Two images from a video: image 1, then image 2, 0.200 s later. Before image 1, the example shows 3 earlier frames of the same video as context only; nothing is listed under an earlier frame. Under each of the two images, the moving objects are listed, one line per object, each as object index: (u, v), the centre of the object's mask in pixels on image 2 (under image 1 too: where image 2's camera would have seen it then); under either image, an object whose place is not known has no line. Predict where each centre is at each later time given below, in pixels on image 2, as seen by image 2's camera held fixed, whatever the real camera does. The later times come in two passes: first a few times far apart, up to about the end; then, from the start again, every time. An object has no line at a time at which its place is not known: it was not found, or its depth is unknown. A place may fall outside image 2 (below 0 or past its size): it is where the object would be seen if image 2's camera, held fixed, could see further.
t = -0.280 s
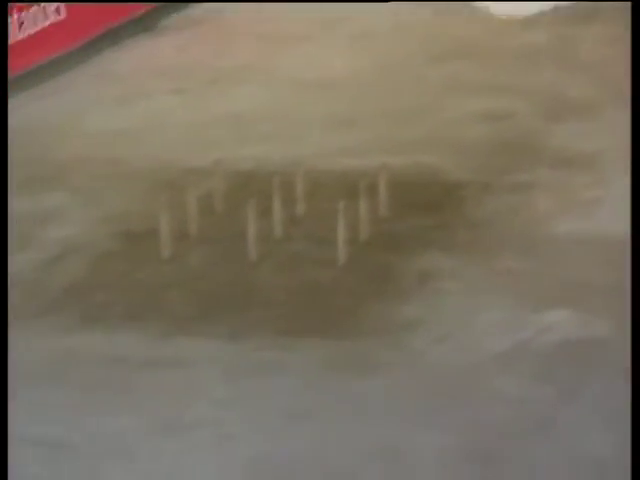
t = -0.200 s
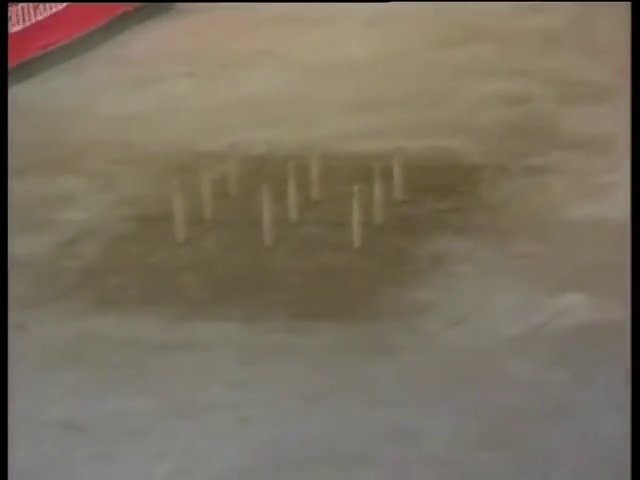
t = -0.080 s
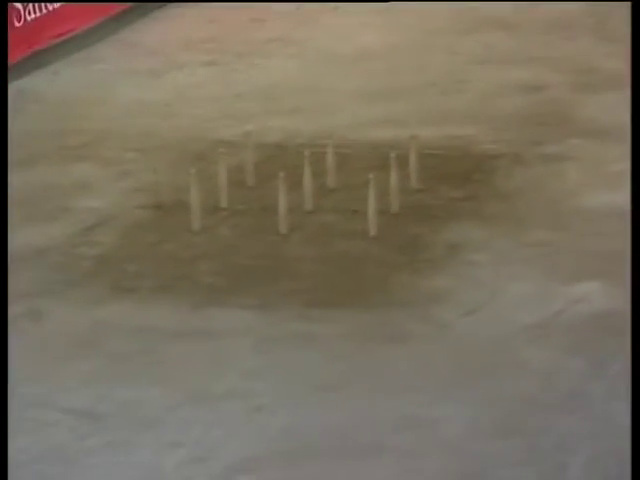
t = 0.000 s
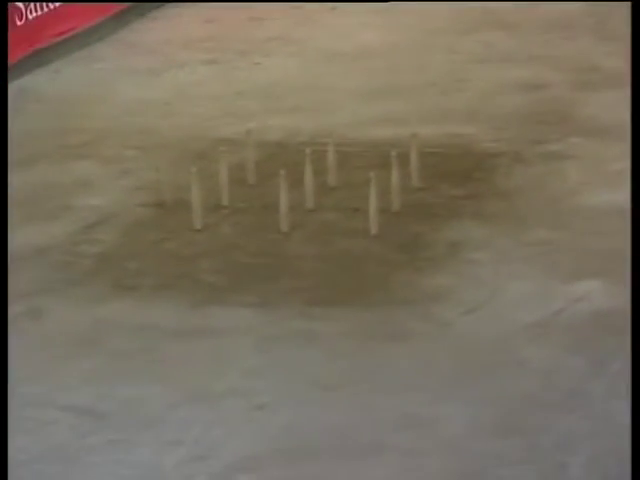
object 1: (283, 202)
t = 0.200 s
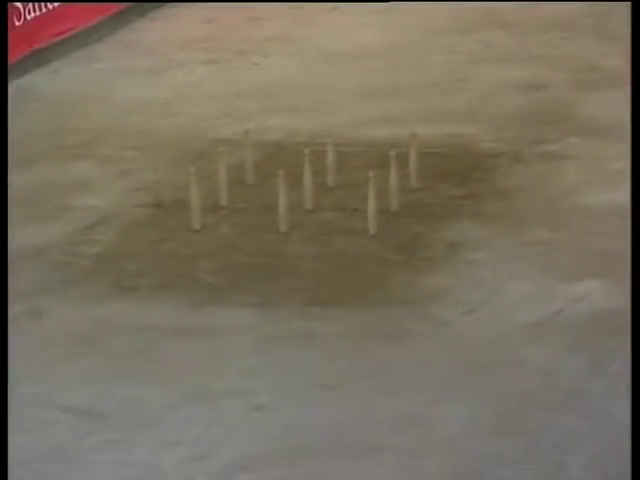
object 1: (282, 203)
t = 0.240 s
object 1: (282, 203)
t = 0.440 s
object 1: (282, 203)
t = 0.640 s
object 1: (283, 205)
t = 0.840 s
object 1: (272, 230)
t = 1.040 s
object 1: (259, 256)
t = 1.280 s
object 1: (263, 262)
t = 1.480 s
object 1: (268, 262)
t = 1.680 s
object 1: (267, 263)
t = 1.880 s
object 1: (266, 263)
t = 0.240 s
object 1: (282, 203)
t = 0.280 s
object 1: (282, 203)
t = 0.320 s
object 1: (282, 203)
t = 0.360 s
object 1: (282, 203)
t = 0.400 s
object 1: (282, 203)
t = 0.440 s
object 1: (282, 203)
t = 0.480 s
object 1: (282, 203)
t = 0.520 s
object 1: (282, 203)
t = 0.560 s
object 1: (282, 203)
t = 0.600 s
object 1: (282, 204)
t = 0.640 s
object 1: (283, 205)
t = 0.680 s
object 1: (283, 213)
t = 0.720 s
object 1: (282, 217)
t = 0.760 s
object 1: (279, 215)
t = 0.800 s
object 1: (276, 221)
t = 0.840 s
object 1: (272, 230)
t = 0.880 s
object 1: (265, 247)
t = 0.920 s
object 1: (263, 249)
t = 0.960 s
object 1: (262, 250)
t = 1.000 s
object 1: (260, 253)
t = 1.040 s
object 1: (259, 256)
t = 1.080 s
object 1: (259, 257)
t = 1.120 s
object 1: (260, 258)
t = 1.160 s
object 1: (261, 260)
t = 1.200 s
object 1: (261, 261)
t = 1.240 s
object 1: (261, 261)
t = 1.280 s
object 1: (263, 262)
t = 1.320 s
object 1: (264, 262)
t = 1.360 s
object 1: (266, 262)
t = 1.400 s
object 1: (267, 262)
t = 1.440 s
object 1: (267, 262)
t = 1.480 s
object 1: (268, 262)
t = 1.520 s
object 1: (267, 262)
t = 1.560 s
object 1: (268, 262)
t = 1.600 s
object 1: (268, 262)
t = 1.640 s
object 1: (268, 262)
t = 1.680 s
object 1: (267, 263)
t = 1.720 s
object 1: (266, 263)
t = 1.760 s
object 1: (266, 263)
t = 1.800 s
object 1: (266, 263)
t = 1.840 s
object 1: (266, 263)
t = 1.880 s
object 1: (266, 263)
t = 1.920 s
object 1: (266, 263)
